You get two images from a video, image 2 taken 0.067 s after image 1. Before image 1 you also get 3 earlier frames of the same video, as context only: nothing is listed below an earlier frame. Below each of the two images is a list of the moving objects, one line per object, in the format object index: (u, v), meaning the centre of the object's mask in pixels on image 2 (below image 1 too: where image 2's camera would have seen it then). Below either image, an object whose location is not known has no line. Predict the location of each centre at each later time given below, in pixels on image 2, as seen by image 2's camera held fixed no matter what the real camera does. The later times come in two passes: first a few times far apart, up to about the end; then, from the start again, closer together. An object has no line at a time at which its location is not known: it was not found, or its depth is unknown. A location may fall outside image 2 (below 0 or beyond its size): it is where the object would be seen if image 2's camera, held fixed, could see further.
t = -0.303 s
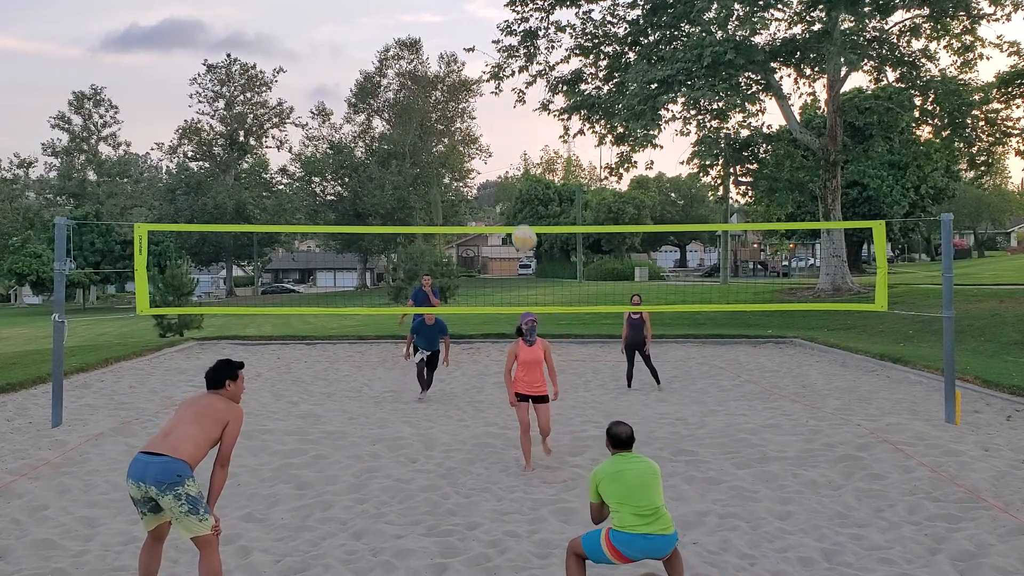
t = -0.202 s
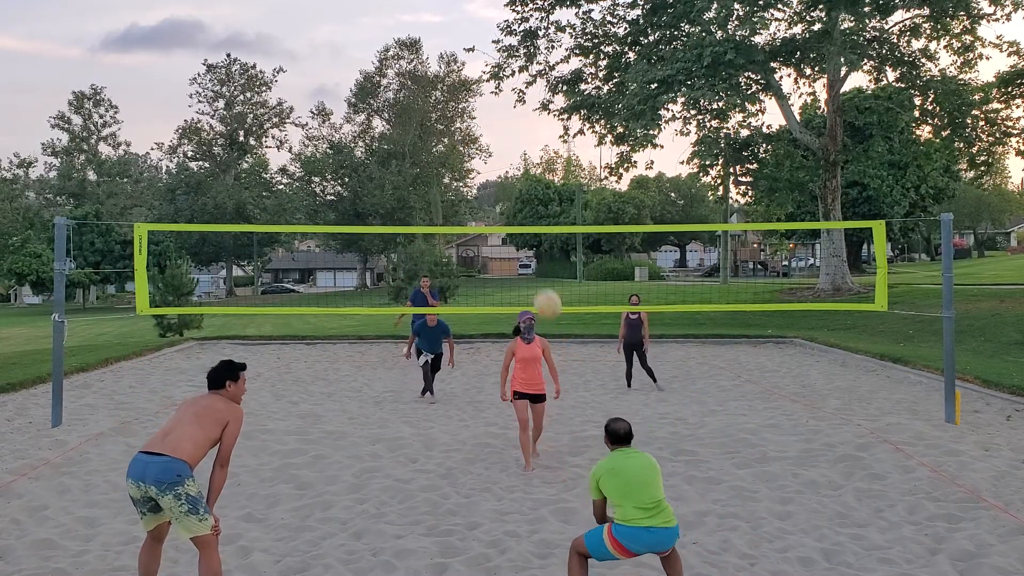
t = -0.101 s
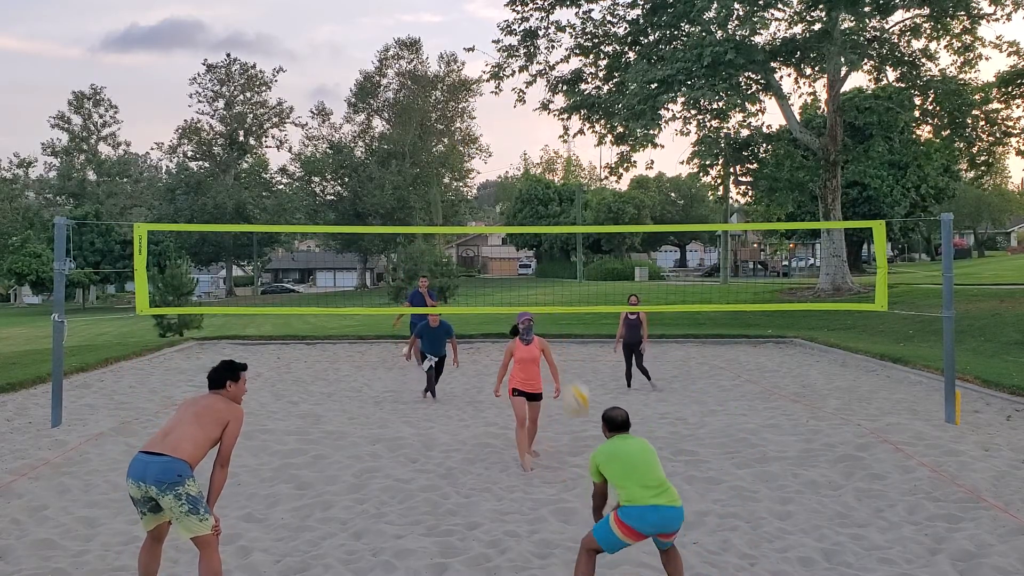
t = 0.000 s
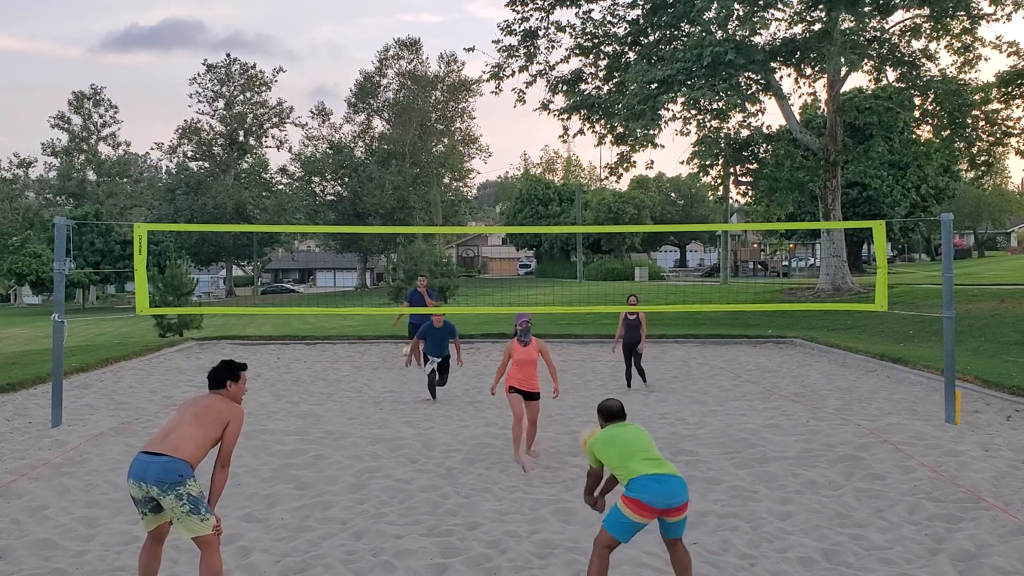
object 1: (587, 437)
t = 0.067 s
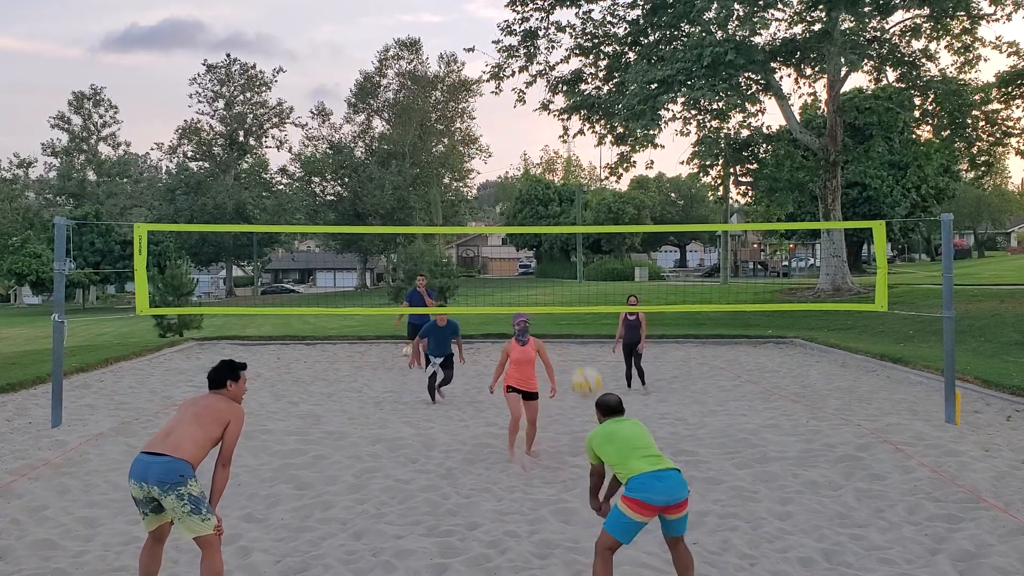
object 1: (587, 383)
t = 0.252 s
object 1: (565, 267)
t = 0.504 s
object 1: (538, 201)
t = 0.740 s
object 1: (514, 211)
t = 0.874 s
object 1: (502, 242)
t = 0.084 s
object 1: (584, 368)
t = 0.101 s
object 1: (582, 356)
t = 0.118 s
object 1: (580, 343)
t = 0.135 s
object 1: (578, 333)
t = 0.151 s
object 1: (576, 323)
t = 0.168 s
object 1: (574, 312)
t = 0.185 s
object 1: (573, 302)
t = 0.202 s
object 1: (571, 292)
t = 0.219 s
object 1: (568, 283)
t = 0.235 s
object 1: (567, 275)
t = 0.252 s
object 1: (565, 267)
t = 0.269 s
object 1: (563, 260)
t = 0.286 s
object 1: (561, 253)
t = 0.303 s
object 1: (560, 247)
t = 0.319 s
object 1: (558, 242)
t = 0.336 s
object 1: (556, 236)
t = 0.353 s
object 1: (554, 230)
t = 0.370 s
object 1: (553, 225)
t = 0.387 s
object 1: (551, 221)
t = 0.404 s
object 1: (549, 217)
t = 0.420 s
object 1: (547, 213)
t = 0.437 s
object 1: (546, 210)
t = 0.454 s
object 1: (544, 207)
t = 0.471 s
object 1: (542, 205)
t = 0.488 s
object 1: (540, 202)
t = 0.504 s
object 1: (538, 201)
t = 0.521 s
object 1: (537, 199)
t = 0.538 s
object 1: (535, 198)
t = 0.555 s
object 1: (533, 197)
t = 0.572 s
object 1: (532, 196)
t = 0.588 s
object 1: (530, 196)
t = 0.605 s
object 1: (529, 196)
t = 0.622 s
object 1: (525, 197)
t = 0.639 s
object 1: (524, 198)
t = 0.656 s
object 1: (522, 200)
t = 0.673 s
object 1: (521, 201)
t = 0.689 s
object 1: (519, 203)
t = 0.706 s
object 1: (517, 205)
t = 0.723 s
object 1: (516, 208)
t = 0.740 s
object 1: (514, 211)
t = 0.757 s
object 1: (513, 214)
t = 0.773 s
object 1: (511, 217)
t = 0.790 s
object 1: (510, 220)
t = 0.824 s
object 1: (506, 228)
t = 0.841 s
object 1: (505, 232)
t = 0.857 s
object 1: (504, 237)
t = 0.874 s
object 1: (502, 242)
